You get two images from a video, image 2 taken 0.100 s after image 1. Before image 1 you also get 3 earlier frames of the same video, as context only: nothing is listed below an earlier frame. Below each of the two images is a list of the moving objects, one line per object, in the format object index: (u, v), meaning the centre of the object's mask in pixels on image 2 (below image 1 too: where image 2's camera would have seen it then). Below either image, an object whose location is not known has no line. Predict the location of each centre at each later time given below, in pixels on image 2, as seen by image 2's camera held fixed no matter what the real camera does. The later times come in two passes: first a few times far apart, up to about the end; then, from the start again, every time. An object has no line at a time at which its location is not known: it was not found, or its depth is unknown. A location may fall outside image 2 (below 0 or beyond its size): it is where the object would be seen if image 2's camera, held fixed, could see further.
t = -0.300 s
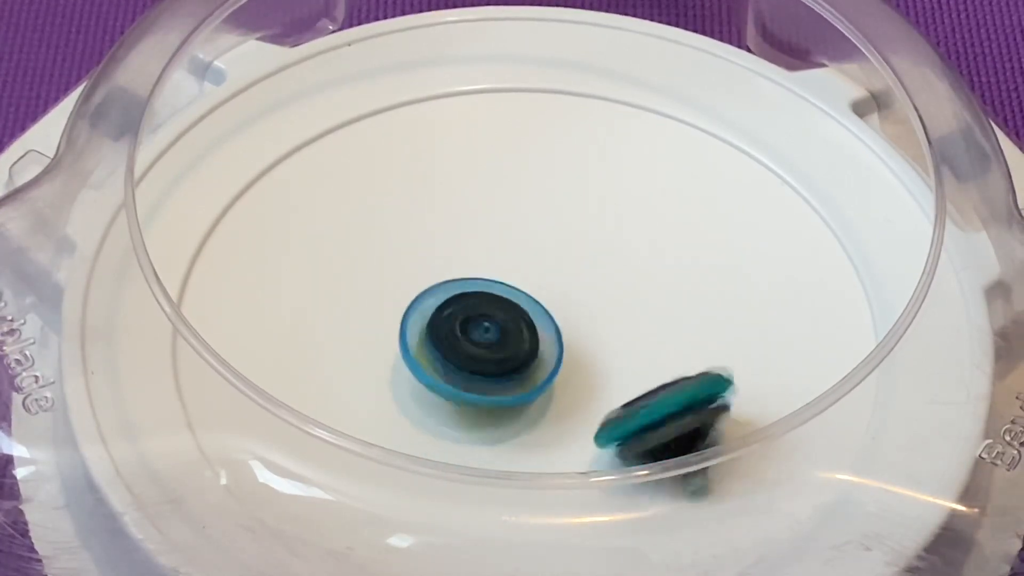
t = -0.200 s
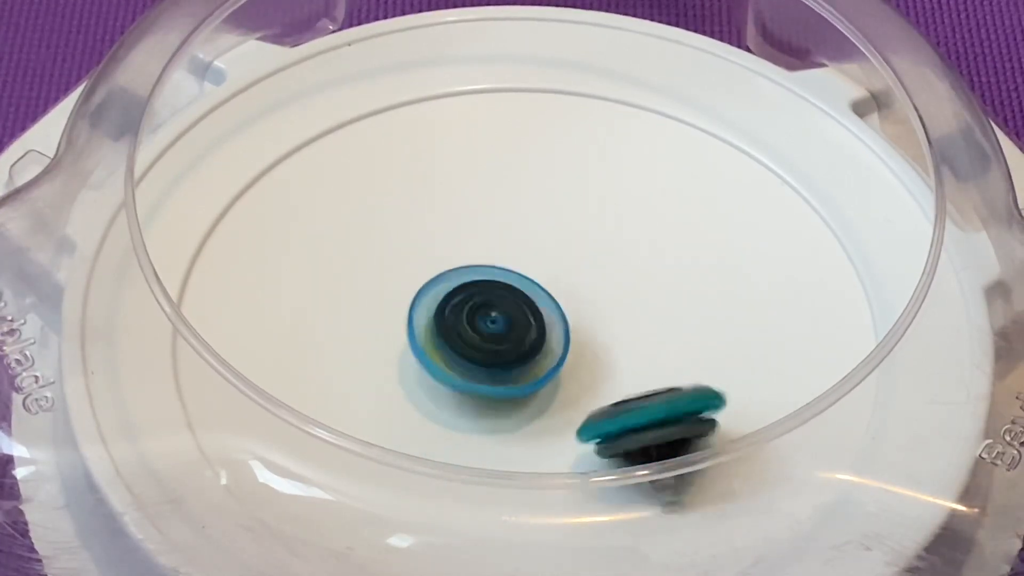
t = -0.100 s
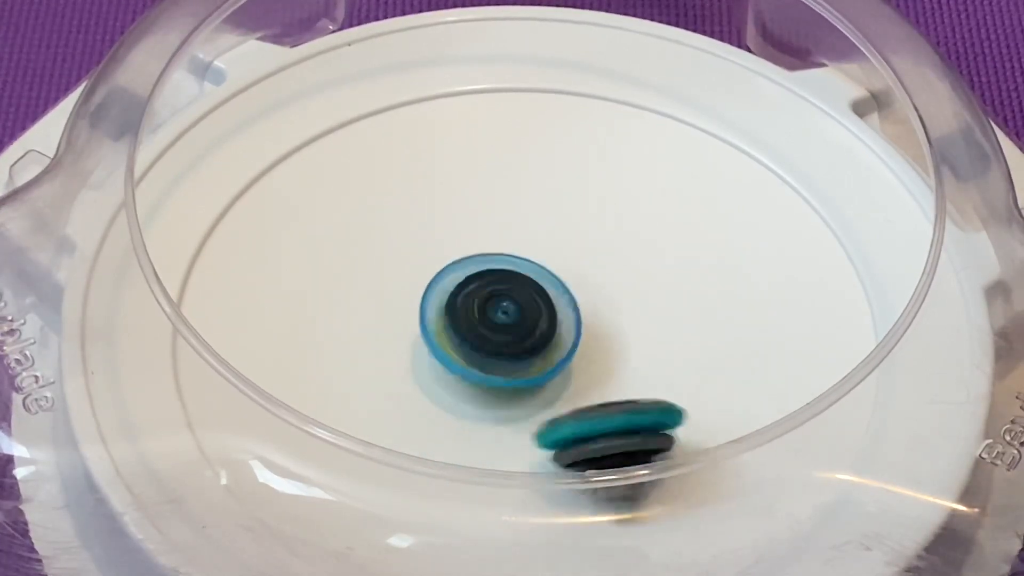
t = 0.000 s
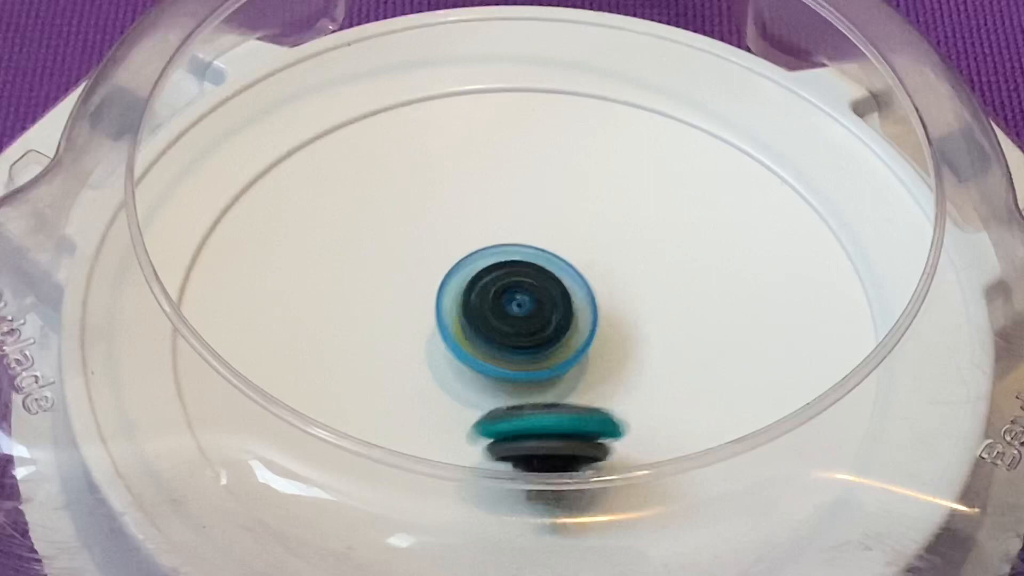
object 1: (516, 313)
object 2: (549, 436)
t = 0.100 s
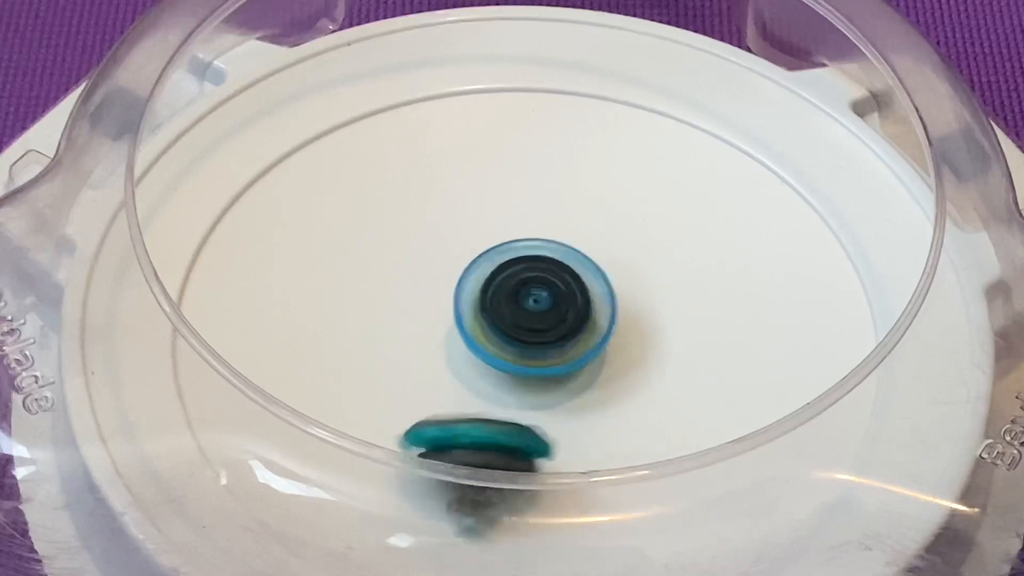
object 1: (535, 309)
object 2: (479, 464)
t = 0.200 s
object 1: (553, 308)
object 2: (428, 456)
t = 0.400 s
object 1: (580, 316)
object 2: (369, 416)
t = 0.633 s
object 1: (583, 335)
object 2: (383, 404)
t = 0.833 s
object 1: (562, 348)
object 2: (403, 349)
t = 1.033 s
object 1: (528, 345)
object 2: (445, 217)
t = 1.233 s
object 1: (499, 327)
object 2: (413, 172)
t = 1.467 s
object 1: (501, 330)
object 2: (438, 199)
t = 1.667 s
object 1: (529, 354)
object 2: (414, 241)
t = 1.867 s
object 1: (545, 369)
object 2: (404, 246)
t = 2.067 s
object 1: (544, 377)
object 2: (435, 226)
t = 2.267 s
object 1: (537, 368)
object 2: (435, 227)
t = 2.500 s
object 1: (537, 343)
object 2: (417, 243)
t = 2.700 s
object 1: (548, 321)
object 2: (426, 240)
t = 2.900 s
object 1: (567, 307)
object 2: (423, 242)
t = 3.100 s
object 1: (578, 304)
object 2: (424, 240)
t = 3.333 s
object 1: (572, 312)
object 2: (424, 240)
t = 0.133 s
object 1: (540, 308)
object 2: (461, 448)
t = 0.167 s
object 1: (547, 308)
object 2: (443, 432)
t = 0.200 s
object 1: (553, 308)
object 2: (428, 456)
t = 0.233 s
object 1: (558, 308)
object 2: (411, 447)
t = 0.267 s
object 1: (563, 309)
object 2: (400, 427)
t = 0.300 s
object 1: (568, 310)
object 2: (384, 441)
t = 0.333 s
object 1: (572, 311)
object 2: (375, 434)
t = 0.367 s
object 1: (576, 314)
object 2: (372, 419)
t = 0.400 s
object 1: (580, 316)
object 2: (369, 416)
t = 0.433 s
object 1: (582, 318)
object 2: (362, 425)
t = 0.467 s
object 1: (584, 321)
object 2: (369, 411)
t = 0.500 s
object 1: (586, 324)
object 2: (372, 414)
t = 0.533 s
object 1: (586, 327)
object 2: (376, 413)
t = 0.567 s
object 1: (585, 330)
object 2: (380, 412)
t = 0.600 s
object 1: (585, 333)
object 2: (383, 409)
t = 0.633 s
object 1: (583, 335)
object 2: (383, 404)
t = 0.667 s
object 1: (580, 338)
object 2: (381, 399)
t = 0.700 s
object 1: (578, 341)
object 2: (381, 396)
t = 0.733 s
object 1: (575, 343)
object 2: (382, 389)
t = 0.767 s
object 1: (570, 345)
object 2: (387, 380)
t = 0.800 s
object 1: (566, 346)
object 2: (392, 370)
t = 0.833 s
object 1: (562, 348)
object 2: (403, 349)
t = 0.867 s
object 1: (555, 348)
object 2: (414, 336)
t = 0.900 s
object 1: (551, 349)
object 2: (424, 313)
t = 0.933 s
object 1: (546, 348)
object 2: (434, 284)
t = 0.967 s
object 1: (539, 348)
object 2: (441, 260)
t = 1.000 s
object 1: (533, 347)
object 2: (446, 239)
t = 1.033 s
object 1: (528, 345)
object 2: (445, 217)
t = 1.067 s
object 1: (521, 343)
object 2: (441, 198)
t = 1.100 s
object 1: (516, 341)
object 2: (433, 184)
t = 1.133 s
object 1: (511, 337)
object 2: (424, 176)
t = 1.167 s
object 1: (506, 334)
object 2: (417, 174)
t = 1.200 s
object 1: (502, 331)
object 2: (413, 173)
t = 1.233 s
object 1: (499, 327)
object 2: (413, 172)
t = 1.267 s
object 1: (495, 323)
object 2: (415, 172)
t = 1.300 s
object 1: (494, 320)
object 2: (418, 174)
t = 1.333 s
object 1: (492, 316)
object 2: (422, 179)
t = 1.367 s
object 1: (490, 313)
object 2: (428, 185)
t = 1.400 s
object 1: (491, 310)
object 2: (434, 192)
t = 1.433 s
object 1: (494, 317)
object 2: (437, 196)
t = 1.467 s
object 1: (501, 330)
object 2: (438, 199)
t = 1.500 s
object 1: (505, 337)
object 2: (437, 205)
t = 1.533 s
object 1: (510, 339)
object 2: (437, 213)
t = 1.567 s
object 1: (515, 343)
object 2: (434, 221)
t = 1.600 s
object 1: (521, 346)
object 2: (429, 230)
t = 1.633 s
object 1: (525, 349)
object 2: (422, 237)
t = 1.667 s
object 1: (529, 354)
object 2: (414, 241)
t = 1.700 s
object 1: (533, 356)
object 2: (406, 245)
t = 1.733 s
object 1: (535, 359)
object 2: (398, 247)
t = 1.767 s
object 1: (539, 362)
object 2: (394, 247)
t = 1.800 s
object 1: (541, 364)
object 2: (394, 247)
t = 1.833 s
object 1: (542, 368)
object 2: (398, 247)
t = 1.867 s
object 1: (545, 369)
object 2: (404, 246)
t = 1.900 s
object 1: (545, 372)
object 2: (411, 245)
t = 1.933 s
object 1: (546, 374)
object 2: (417, 242)
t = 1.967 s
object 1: (546, 375)
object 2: (424, 239)
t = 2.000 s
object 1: (545, 376)
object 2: (429, 234)
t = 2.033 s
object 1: (546, 376)
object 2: (432, 230)
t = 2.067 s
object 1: (544, 377)
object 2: (435, 226)
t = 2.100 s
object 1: (543, 376)
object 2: (437, 222)
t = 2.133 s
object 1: (543, 375)
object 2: (438, 221)
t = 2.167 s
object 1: (540, 374)
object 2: (438, 221)
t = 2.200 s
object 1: (540, 372)
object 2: (437, 221)
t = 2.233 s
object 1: (539, 370)
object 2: (437, 223)
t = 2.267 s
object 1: (537, 368)
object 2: (435, 227)
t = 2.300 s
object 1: (537, 365)
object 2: (433, 230)
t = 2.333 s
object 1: (536, 362)
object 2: (431, 233)
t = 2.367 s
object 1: (535, 359)
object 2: (428, 236)
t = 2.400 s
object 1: (536, 355)
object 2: (425, 239)
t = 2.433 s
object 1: (535, 351)
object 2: (421, 242)
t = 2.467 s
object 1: (536, 348)
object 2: (419, 243)
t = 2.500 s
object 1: (537, 343)
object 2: (417, 243)
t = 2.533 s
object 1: (537, 340)
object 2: (417, 243)
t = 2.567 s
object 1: (540, 336)
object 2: (417, 244)
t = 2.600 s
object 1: (541, 331)
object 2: (418, 243)
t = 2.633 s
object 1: (543, 328)
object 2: (420, 242)
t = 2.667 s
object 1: (546, 324)
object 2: (423, 241)
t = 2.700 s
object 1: (548, 321)
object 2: (426, 240)
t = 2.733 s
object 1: (552, 318)
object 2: (427, 238)
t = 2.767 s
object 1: (554, 314)
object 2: (427, 238)
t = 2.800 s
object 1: (557, 312)
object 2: (426, 238)
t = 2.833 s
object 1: (561, 310)
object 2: (424, 240)
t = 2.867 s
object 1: (562, 308)
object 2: (423, 241)
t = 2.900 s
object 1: (567, 307)
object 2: (423, 242)
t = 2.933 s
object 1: (569, 305)
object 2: (423, 241)
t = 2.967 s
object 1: (571, 305)
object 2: (424, 241)
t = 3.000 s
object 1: (574, 304)
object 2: (425, 240)
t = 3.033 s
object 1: (575, 304)
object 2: (425, 240)
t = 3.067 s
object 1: (578, 304)
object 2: (425, 240)
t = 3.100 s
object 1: (578, 304)
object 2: (424, 240)
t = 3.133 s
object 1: (578, 306)
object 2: (424, 240)
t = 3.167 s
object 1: (579, 305)
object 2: (424, 240)
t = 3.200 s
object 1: (577, 306)
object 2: (424, 240)
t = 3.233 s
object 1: (578, 308)
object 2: (424, 240)
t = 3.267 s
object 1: (576, 309)
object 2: (424, 240)
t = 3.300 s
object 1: (573, 311)
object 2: (424, 240)
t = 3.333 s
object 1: (572, 312)
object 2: (424, 240)
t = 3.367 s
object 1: (567, 313)
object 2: (424, 240)
